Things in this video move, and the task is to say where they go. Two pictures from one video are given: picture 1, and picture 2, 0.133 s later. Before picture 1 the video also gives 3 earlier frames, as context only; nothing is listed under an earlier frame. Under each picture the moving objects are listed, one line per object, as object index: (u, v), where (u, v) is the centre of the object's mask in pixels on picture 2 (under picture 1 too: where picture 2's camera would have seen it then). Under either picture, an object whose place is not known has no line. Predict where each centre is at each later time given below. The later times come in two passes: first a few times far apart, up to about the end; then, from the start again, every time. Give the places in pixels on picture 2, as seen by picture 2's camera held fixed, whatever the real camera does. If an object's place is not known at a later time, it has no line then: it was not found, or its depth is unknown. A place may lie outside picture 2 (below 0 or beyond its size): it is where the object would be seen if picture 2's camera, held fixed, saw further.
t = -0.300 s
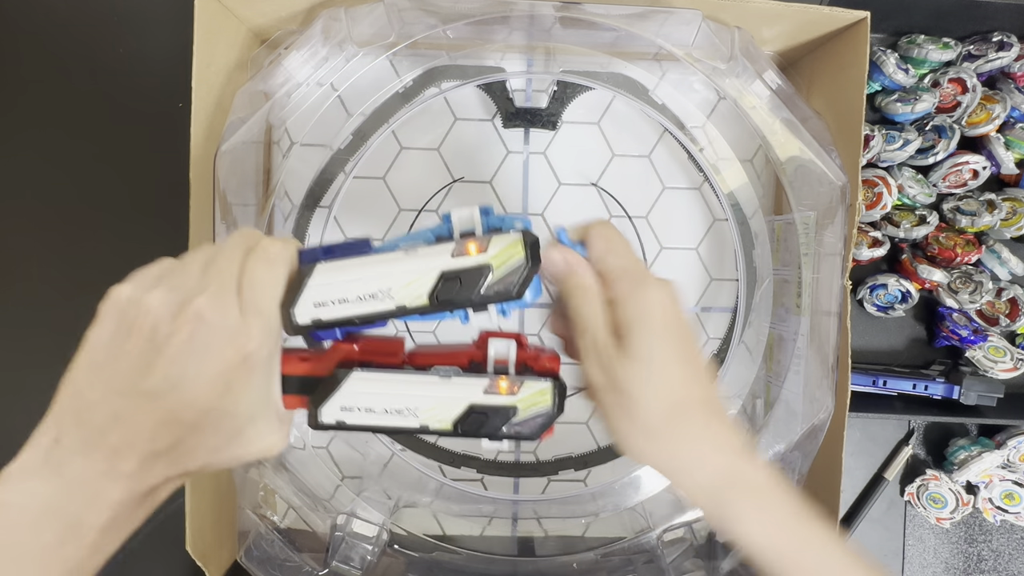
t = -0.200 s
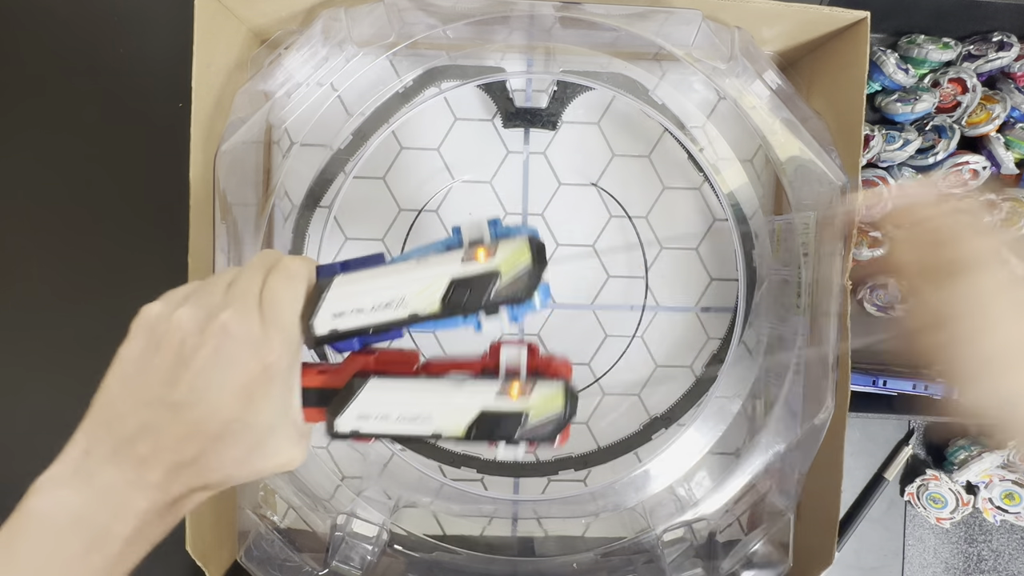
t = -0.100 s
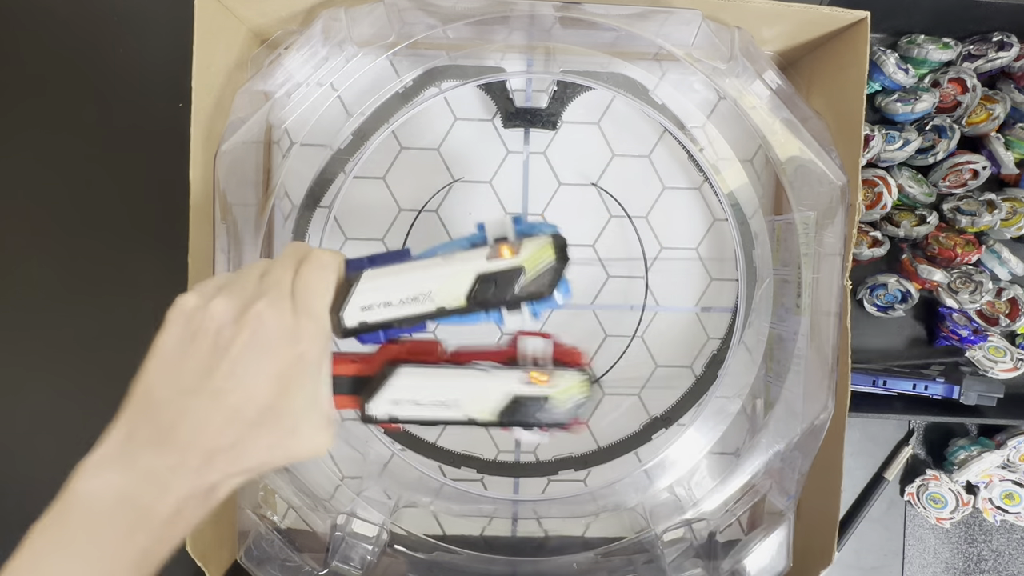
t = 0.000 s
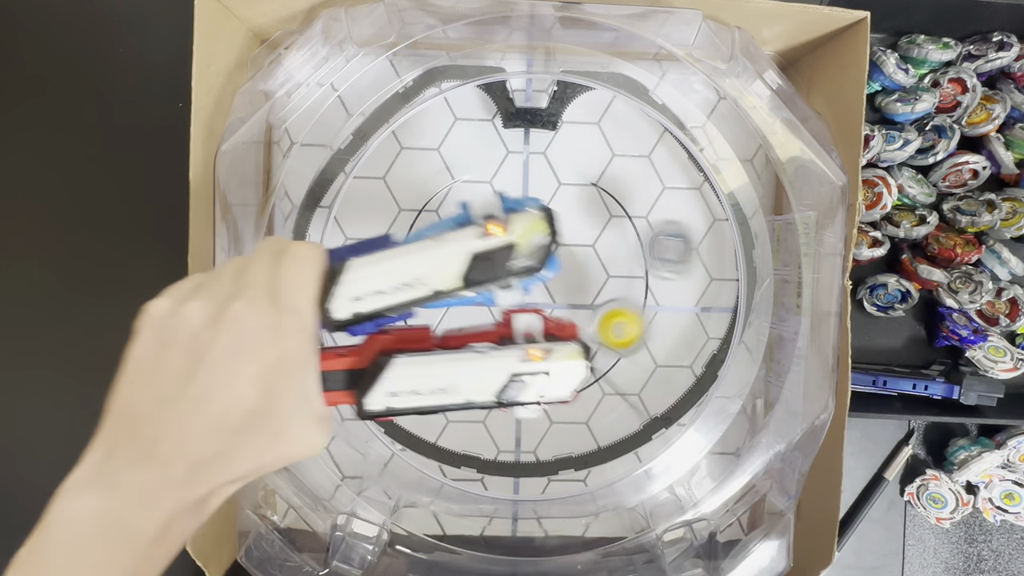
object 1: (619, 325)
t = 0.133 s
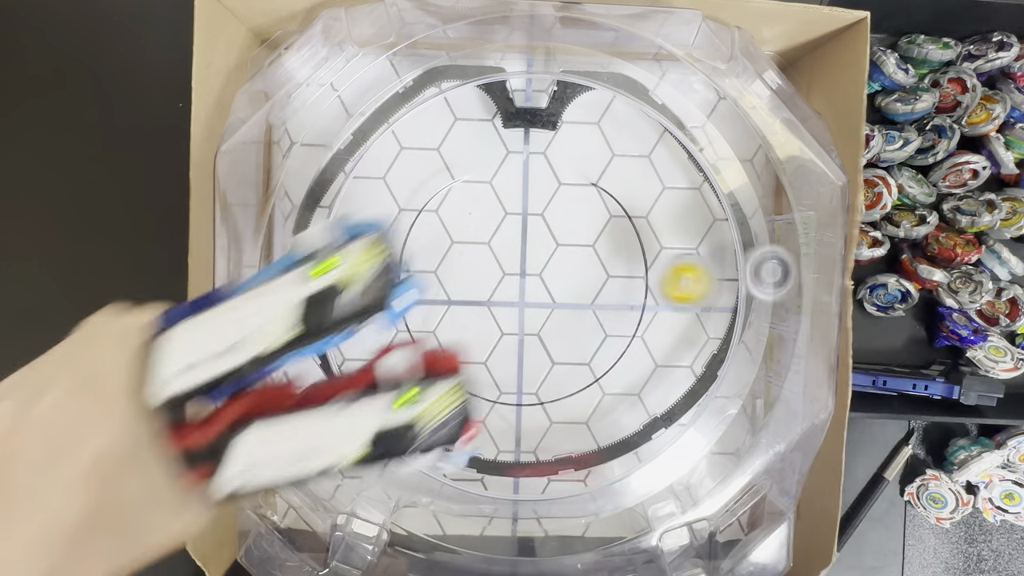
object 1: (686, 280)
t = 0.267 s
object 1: (580, 275)
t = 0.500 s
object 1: (452, 303)
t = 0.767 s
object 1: (316, 193)
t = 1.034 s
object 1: (391, 254)
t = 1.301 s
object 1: (451, 349)
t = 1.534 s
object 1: (356, 262)
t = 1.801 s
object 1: (525, 203)
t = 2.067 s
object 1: (607, 227)
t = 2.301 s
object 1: (562, 238)
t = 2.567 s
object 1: (519, 230)
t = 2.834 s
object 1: (531, 225)
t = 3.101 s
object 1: (586, 228)
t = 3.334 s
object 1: (599, 238)
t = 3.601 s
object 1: (585, 283)
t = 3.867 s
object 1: (588, 327)
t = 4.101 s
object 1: (572, 332)
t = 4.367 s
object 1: (535, 328)
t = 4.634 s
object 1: (520, 396)
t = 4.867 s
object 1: (433, 363)
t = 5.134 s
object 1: (360, 356)
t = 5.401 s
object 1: (402, 302)
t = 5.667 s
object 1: (330, 266)
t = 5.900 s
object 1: (362, 168)
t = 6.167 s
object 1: (469, 118)
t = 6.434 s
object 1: (477, 138)
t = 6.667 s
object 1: (513, 207)
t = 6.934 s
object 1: (591, 305)
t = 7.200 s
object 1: (647, 375)
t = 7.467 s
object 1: (658, 394)
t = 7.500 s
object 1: (653, 390)
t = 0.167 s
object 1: (655, 278)
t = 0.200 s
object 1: (634, 278)
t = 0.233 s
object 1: (608, 277)
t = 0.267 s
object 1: (580, 275)
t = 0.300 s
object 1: (556, 276)
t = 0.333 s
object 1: (531, 278)
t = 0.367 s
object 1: (509, 281)
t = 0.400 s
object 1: (491, 285)
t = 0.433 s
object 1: (474, 290)
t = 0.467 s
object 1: (462, 296)
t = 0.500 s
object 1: (452, 303)
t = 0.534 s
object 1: (401, 286)
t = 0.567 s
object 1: (351, 265)
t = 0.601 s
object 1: (300, 242)
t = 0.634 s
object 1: (283, 229)
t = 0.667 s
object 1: (284, 218)
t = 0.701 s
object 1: (290, 208)
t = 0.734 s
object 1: (301, 200)
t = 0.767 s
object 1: (316, 193)
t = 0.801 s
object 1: (327, 197)
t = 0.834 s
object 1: (338, 200)
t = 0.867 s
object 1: (357, 208)
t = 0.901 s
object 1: (364, 215)
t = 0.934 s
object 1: (372, 224)
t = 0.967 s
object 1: (381, 234)
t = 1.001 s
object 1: (386, 244)
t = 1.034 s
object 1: (391, 254)
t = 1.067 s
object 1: (395, 265)
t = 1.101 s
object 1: (401, 277)
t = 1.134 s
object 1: (409, 290)
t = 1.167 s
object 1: (416, 303)
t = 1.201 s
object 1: (425, 317)
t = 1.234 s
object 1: (433, 329)
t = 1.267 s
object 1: (442, 340)
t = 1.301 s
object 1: (451, 349)
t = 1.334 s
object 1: (454, 353)
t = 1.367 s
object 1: (412, 337)
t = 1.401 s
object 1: (368, 318)
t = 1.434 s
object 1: (329, 301)
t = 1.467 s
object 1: (310, 287)
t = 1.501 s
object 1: (333, 275)
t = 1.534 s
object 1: (356, 262)
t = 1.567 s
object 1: (377, 250)
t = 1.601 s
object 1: (398, 239)
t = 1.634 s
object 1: (419, 229)
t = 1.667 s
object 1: (440, 220)
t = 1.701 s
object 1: (462, 214)
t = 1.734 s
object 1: (484, 209)
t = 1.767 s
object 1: (505, 205)
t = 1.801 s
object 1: (525, 203)
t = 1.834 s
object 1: (544, 203)
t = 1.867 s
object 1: (561, 204)
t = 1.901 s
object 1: (576, 205)
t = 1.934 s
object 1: (587, 210)
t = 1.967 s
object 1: (596, 215)
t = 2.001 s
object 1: (603, 219)
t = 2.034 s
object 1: (606, 223)
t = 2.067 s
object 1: (607, 227)
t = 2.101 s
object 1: (605, 230)
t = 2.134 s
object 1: (600, 232)
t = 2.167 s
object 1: (595, 235)
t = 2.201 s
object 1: (588, 236)
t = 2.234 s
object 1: (581, 237)
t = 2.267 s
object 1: (572, 238)
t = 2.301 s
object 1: (562, 238)
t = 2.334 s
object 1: (553, 238)
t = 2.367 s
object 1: (545, 237)
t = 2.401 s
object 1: (537, 237)
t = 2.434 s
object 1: (532, 237)
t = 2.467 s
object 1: (527, 235)
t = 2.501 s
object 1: (524, 233)
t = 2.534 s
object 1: (520, 232)
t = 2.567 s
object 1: (519, 230)
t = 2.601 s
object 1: (518, 229)
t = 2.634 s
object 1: (517, 227)
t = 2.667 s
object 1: (517, 226)
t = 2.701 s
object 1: (517, 224)
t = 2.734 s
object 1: (518, 223)
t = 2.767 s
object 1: (521, 224)
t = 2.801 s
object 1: (525, 224)
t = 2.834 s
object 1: (531, 225)
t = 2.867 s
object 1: (537, 226)
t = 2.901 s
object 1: (542, 226)
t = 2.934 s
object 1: (550, 226)
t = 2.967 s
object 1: (557, 227)
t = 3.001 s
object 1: (564, 227)
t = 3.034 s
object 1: (572, 227)
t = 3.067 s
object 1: (579, 227)
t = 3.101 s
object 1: (586, 228)
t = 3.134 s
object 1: (591, 228)
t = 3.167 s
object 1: (595, 229)
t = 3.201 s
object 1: (598, 230)
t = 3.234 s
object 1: (599, 231)
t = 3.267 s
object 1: (600, 233)
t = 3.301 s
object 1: (600, 235)
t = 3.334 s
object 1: (599, 238)
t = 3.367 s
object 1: (597, 242)
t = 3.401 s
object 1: (596, 246)
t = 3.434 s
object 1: (594, 251)
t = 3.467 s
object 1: (592, 257)
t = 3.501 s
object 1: (590, 263)
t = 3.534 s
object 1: (588, 270)
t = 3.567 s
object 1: (587, 277)
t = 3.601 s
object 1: (585, 283)
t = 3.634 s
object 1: (585, 290)
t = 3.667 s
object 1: (584, 296)
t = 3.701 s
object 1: (584, 302)
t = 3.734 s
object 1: (584, 308)
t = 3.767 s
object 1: (585, 313)
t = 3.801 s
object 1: (586, 318)
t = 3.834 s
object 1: (587, 322)
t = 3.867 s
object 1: (588, 327)
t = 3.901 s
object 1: (587, 330)
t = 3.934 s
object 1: (586, 332)
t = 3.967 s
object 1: (585, 333)
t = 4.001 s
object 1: (582, 334)
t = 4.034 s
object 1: (579, 334)
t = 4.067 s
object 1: (576, 334)
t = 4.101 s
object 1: (572, 332)
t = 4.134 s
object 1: (567, 331)
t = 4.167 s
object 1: (563, 330)
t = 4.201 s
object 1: (558, 329)
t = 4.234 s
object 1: (553, 328)
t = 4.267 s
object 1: (547, 327)
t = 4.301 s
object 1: (543, 327)
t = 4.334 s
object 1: (539, 327)
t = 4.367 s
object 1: (535, 328)
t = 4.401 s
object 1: (530, 330)
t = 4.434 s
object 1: (523, 336)
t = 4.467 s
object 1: (516, 392)
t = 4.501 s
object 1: (509, 451)
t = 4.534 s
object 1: (512, 451)
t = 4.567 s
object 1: (515, 434)
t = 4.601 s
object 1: (518, 412)
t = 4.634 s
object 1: (520, 396)
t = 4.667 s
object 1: (523, 380)
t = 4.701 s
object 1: (524, 359)
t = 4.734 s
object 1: (519, 344)
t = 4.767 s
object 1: (494, 350)
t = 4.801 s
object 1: (471, 355)
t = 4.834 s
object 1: (450, 360)
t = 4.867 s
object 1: (433, 363)
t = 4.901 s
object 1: (420, 362)
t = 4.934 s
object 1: (407, 362)
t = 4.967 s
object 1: (395, 362)
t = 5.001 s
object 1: (383, 362)
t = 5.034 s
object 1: (370, 363)
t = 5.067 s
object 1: (361, 361)
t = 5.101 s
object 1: (357, 358)
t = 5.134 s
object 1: (360, 356)
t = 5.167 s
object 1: (364, 352)
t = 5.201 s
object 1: (371, 347)
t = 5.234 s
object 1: (378, 341)
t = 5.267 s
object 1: (383, 335)
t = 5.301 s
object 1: (390, 328)
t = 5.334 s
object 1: (394, 320)
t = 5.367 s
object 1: (399, 312)
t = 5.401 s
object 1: (402, 302)
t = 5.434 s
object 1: (394, 301)
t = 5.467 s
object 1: (376, 304)
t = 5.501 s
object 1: (359, 305)
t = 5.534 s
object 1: (346, 302)
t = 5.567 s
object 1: (338, 296)
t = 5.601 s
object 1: (320, 289)
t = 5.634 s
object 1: (324, 279)
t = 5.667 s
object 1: (330, 266)
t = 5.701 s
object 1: (335, 253)
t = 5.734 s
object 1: (345, 241)
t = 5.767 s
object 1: (347, 226)
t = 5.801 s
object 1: (351, 213)
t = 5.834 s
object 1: (353, 197)
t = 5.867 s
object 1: (357, 181)
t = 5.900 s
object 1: (362, 168)
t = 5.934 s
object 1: (374, 163)
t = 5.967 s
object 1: (389, 161)
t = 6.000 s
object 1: (400, 154)
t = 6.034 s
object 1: (413, 148)
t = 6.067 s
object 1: (425, 141)
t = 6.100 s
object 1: (439, 135)
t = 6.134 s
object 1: (453, 127)
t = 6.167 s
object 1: (469, 118)
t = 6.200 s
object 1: (484, 112)
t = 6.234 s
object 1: (488, 111)
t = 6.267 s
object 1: (490, 112)
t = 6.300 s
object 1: (488, 114)
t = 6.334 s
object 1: (484, 118)
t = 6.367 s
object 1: (480, 124)
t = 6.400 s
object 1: (478, 130)
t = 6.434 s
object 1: (477, 138)
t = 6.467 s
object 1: (477, 146)
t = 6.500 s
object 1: (479, 155)
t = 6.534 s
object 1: (483, 163)
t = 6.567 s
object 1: (490, 174)
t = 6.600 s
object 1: (497, 184)
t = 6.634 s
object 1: (505, 195)
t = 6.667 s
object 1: (513, 207)
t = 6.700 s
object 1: (523, 221)
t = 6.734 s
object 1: (534, 235)
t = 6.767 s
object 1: (544, 249)
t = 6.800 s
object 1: (554, 262)
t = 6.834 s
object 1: (565, 275)
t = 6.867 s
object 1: (574, 286)
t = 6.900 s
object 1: (584, 296)
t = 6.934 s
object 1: (591, 305)
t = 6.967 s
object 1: (598, 312)
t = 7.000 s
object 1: (603, 318)
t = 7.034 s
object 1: (609, 322)
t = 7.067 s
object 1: (613, 327)
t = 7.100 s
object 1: (617, 332)
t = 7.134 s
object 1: (620, 336)
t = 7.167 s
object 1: (635, 356)
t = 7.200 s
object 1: (647, 375)
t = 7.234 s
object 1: (659, 396)
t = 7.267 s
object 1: (665, 406)
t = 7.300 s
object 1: (667, 406)
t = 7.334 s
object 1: (668, 405)
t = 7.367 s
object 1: (668, 404)
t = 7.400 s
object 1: (666, 402)
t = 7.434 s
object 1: (661, 397)
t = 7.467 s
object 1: (658, 394)
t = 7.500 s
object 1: (653, 390)
